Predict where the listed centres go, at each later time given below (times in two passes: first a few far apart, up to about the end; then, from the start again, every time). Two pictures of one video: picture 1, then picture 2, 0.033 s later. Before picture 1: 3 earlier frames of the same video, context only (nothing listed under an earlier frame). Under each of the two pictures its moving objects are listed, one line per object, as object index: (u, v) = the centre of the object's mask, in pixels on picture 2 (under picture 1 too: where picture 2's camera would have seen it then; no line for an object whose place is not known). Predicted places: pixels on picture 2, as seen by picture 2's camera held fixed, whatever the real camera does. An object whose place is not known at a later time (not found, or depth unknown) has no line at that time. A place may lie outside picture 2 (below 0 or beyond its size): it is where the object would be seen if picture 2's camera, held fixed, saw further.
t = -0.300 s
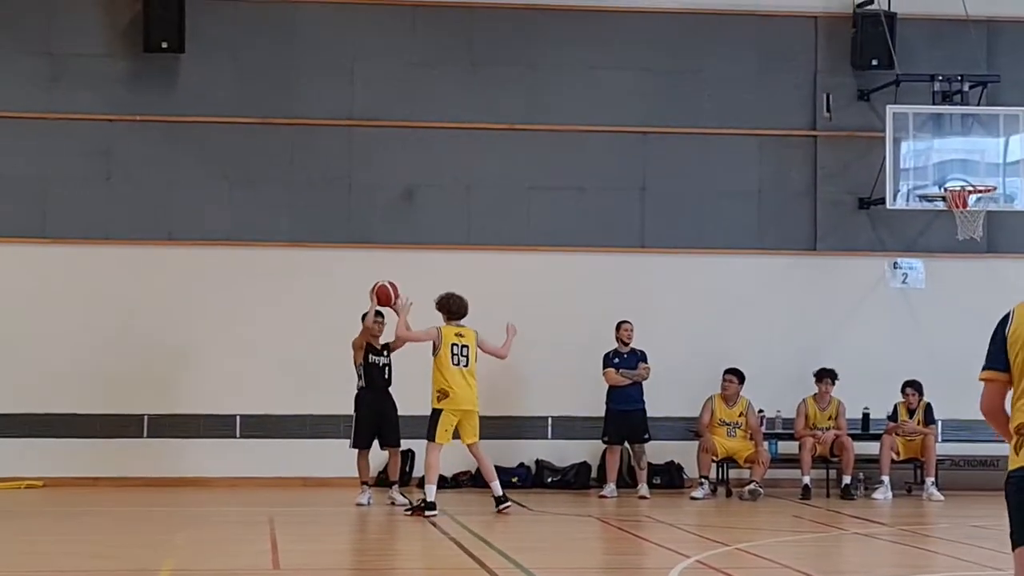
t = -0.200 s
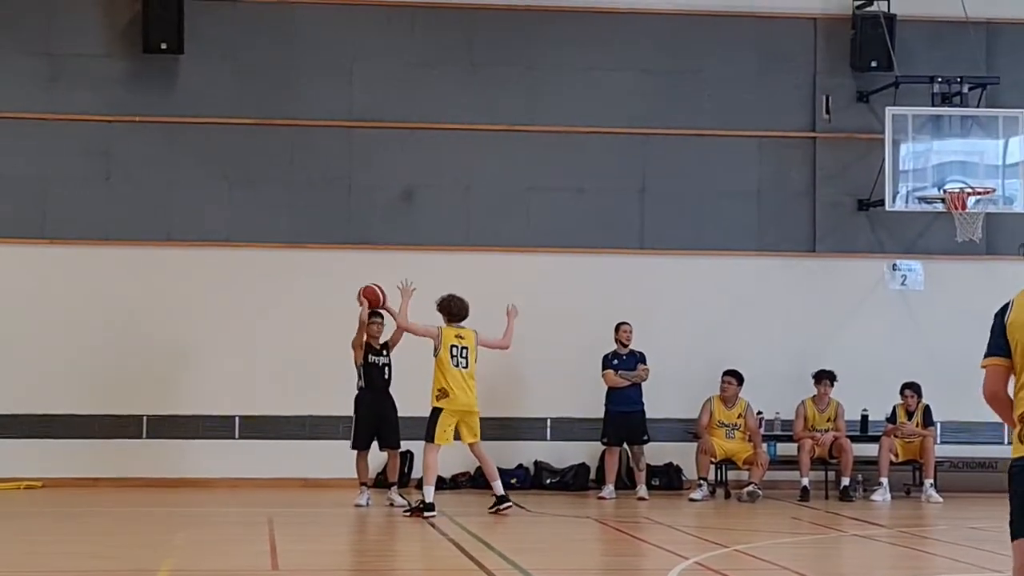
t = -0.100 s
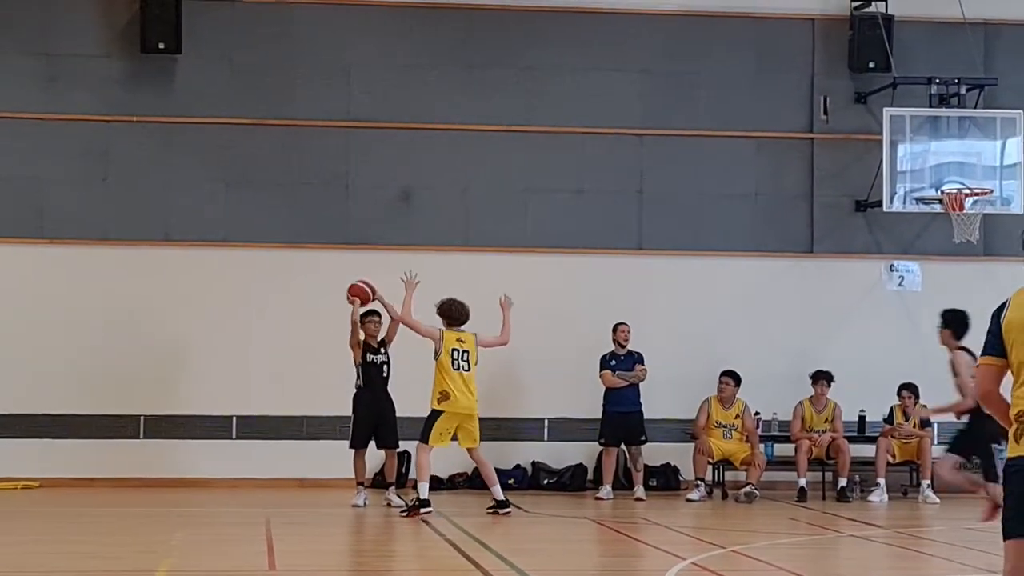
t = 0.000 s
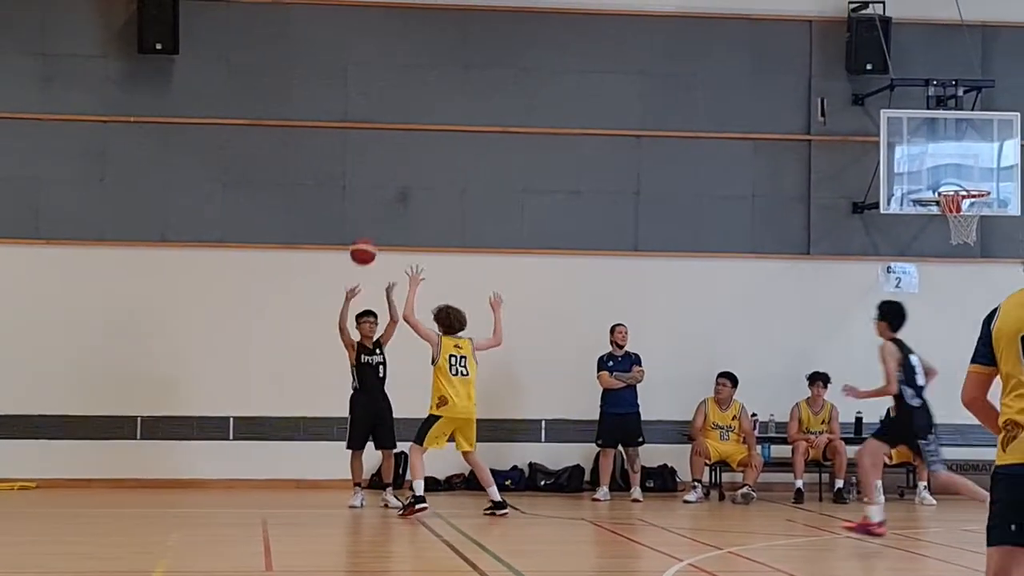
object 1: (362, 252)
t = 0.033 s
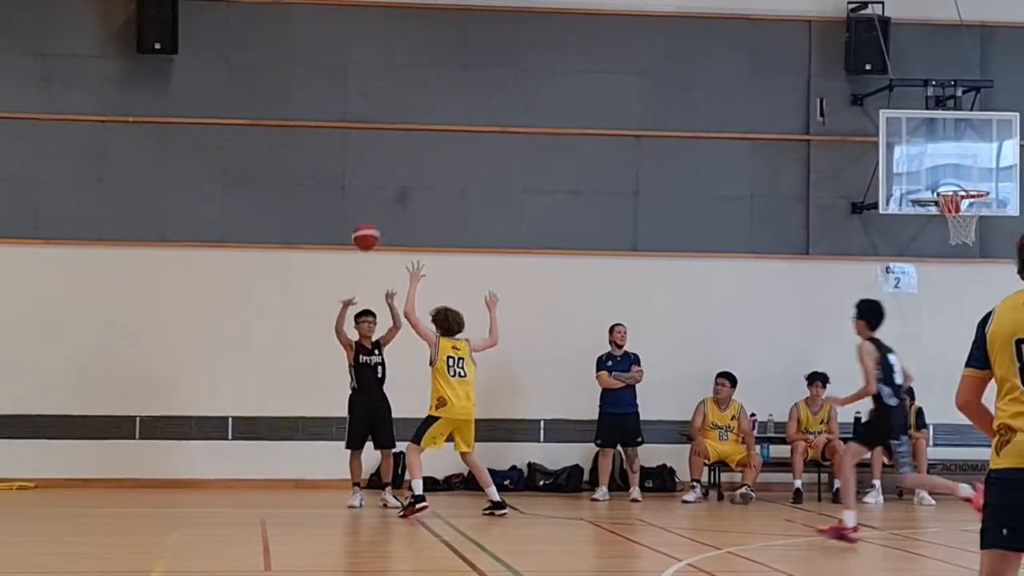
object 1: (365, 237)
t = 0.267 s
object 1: (392, 166)
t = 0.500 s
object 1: (419, 156)
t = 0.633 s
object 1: (435, 180)
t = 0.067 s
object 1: (370, 223)
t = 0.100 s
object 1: (373, 211)
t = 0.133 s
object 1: (377, 200)
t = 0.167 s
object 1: (381, 189)
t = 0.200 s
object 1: (384, 181)
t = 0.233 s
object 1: (388, 172)
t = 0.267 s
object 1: (392, 166)
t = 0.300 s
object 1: (395, 160)
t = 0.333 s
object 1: (399, 156)
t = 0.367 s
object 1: (403, 153)
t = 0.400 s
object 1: (407, 152)
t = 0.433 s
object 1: (411, 151)
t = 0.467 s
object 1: (415, 153)
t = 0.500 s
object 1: (419, 156)
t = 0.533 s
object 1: (423, 159)
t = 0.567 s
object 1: (427, 165)
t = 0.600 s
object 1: (431, 171)
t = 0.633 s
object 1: (435, 180)
